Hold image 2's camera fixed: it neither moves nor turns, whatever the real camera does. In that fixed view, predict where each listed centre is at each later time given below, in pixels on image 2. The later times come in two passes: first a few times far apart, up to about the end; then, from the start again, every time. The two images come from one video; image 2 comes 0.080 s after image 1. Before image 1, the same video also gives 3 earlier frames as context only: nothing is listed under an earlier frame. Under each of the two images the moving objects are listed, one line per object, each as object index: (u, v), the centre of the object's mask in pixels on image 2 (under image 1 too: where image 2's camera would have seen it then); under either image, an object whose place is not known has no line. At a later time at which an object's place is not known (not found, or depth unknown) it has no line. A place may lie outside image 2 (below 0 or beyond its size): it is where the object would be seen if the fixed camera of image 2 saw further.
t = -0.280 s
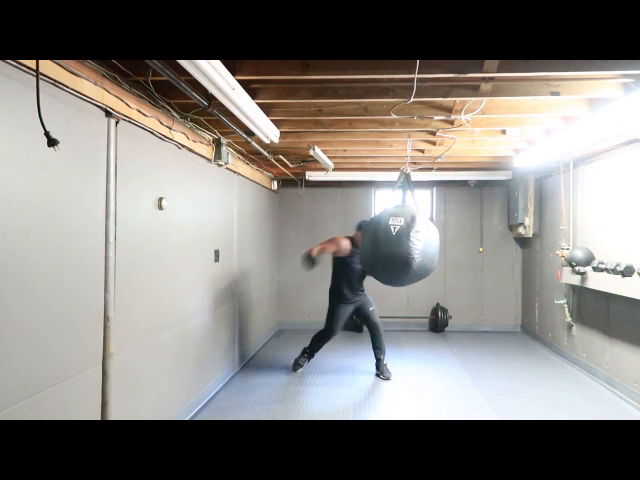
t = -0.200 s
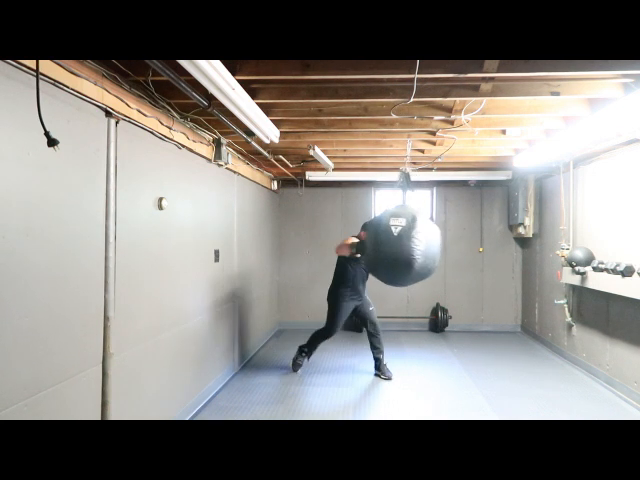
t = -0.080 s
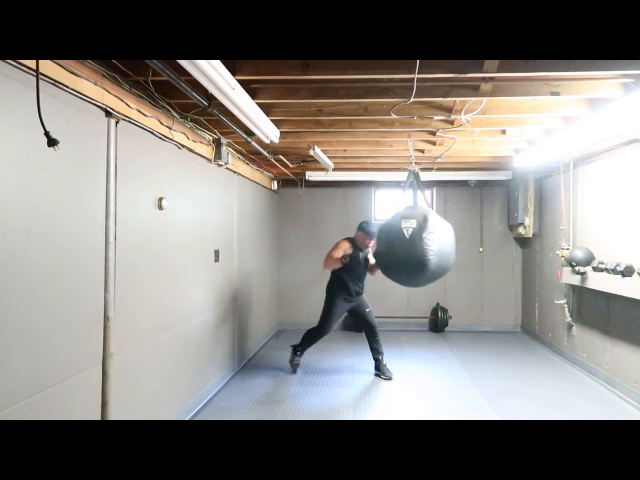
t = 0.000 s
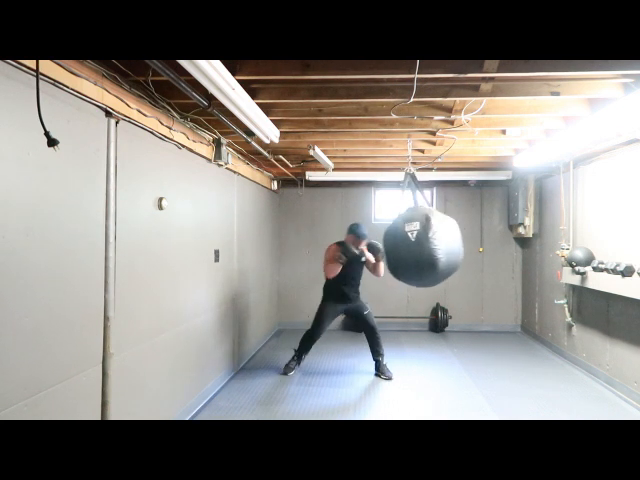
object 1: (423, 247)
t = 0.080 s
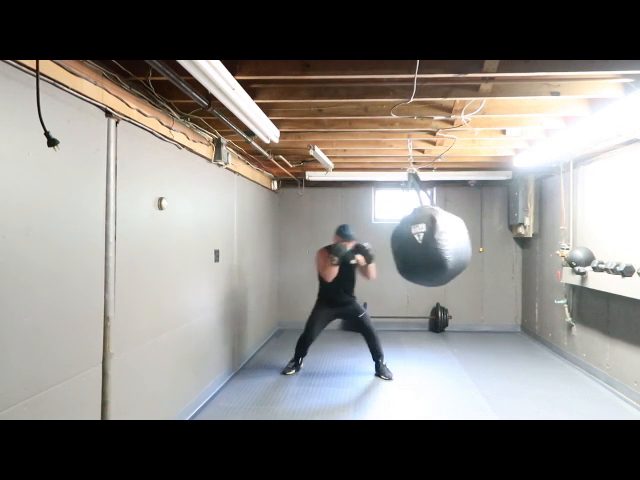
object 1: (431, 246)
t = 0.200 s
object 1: (439, 244)
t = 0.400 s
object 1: (443, 242)
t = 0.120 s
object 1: (434, 246)
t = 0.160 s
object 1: (437, 245)
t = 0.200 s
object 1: (439, 244)
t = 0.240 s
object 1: (441, 244)
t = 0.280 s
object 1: (442, 243)
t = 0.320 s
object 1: (443, 243)
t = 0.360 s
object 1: (443, 243)
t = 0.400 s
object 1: (443, 242)
